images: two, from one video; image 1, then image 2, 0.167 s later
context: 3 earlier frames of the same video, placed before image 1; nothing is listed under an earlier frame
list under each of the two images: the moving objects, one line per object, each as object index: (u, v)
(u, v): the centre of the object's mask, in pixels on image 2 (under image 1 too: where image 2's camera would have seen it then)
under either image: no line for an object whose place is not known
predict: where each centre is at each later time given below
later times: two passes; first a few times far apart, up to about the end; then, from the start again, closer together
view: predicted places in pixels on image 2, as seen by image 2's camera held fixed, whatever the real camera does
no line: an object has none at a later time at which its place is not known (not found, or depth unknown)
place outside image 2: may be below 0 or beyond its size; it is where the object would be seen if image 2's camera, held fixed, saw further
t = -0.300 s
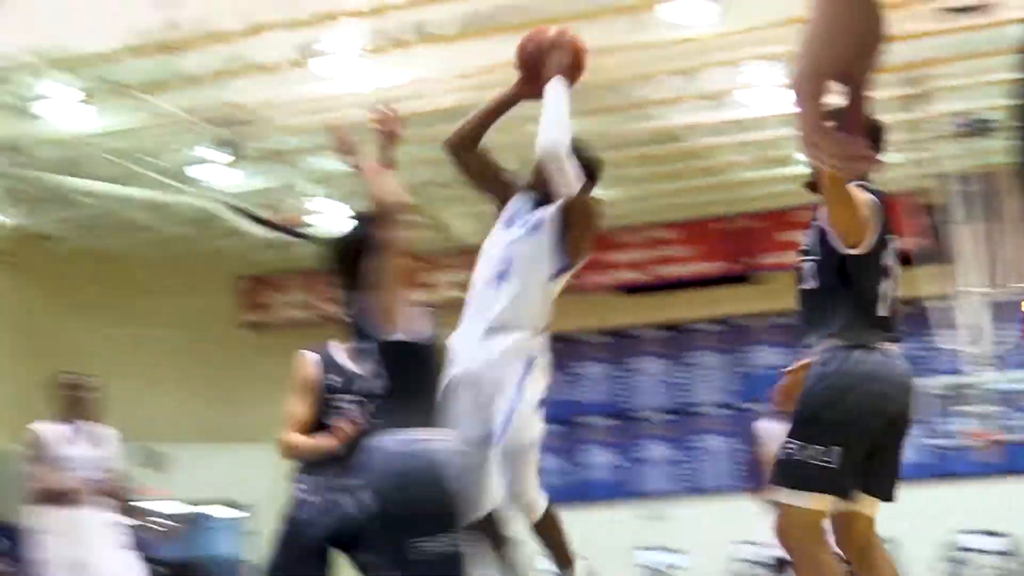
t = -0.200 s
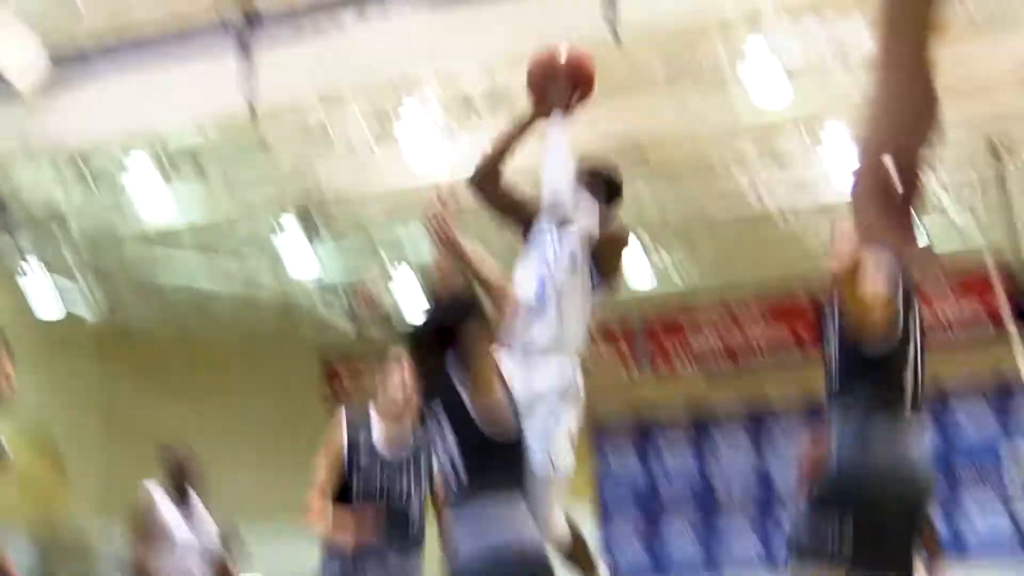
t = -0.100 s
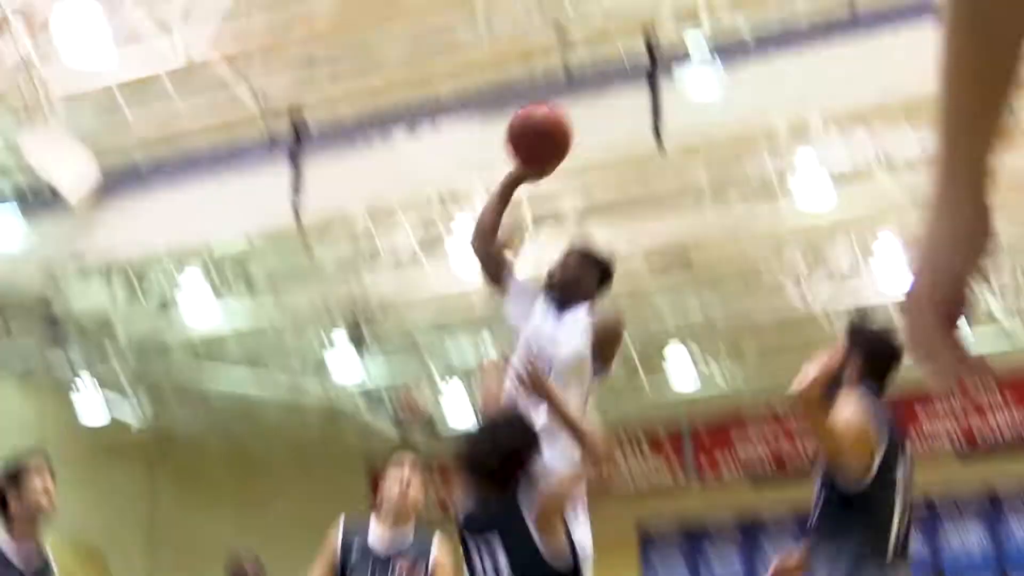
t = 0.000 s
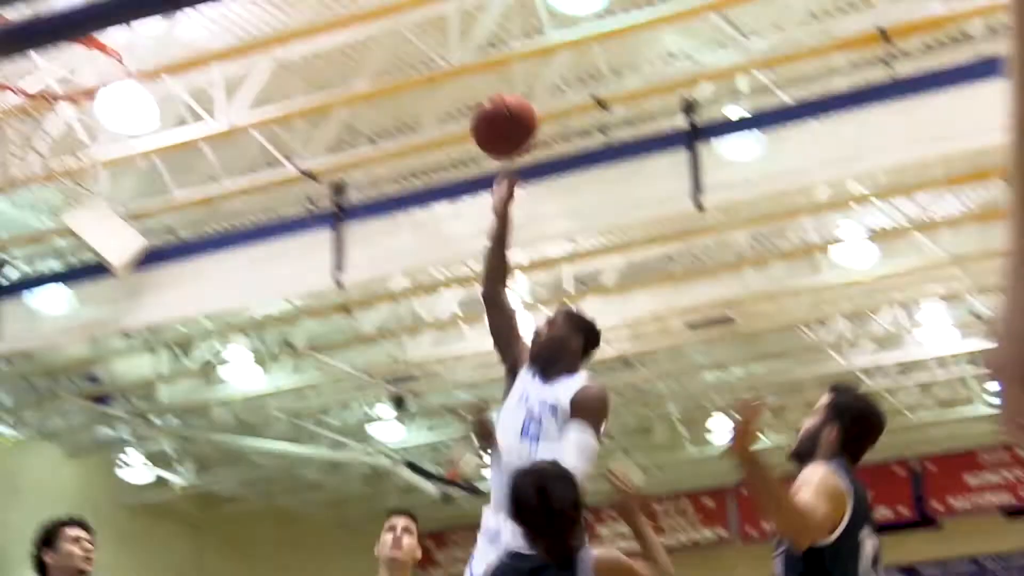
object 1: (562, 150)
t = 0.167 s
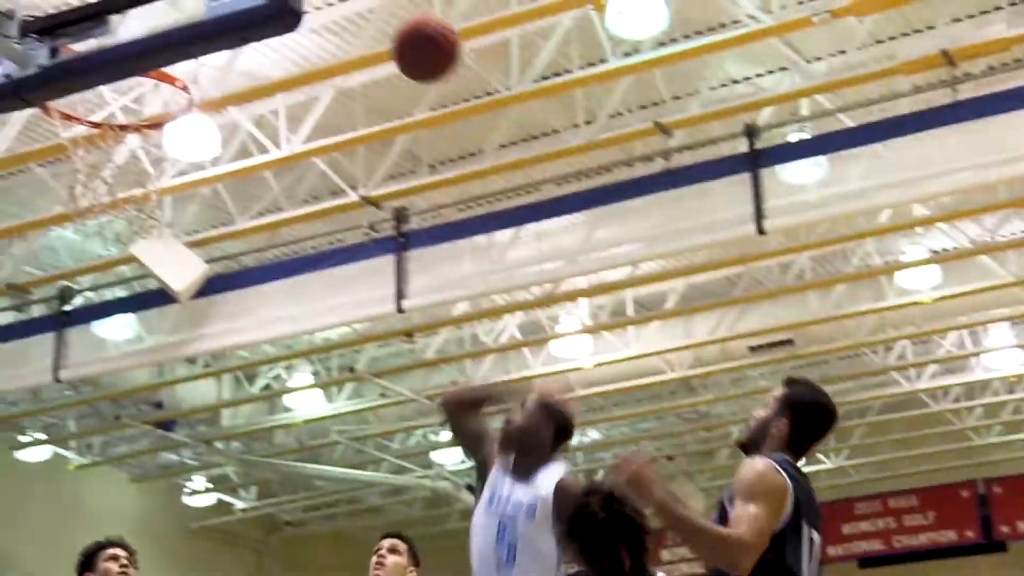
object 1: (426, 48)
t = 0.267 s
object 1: (343, 21)
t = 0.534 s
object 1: (113, 91)
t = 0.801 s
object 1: (130, 103)
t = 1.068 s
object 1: (116, 116)
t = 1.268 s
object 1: (162, 212)
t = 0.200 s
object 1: (398, 35)
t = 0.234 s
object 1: (371, 26)
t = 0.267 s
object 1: (343, 21)
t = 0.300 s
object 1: (322, 19)
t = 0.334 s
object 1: (299, 26)
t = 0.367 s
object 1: (265, 42)
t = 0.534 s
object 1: (113, 91)
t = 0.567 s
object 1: (82, 104)
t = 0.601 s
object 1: (106, 97)
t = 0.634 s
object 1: (124, 94)
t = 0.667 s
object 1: (137, 93)
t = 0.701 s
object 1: (137, 94)
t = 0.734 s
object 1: (135, 97)
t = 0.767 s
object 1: (133, 101)
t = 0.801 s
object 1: (130, 103)
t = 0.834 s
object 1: (121, 102)
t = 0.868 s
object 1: (113, 99)
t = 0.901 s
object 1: (105, 100)
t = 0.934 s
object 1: (95, 102)
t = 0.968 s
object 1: (87, 104)
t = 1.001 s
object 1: (98, 105)
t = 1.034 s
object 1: (108, 109)
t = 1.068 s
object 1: (116, 116)
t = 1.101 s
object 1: (127, 131)
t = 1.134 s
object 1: (138, 149)
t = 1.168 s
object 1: (147, 165)
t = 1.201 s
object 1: (153, 180)
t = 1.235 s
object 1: (155, 191)
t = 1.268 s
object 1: (162, 212)
